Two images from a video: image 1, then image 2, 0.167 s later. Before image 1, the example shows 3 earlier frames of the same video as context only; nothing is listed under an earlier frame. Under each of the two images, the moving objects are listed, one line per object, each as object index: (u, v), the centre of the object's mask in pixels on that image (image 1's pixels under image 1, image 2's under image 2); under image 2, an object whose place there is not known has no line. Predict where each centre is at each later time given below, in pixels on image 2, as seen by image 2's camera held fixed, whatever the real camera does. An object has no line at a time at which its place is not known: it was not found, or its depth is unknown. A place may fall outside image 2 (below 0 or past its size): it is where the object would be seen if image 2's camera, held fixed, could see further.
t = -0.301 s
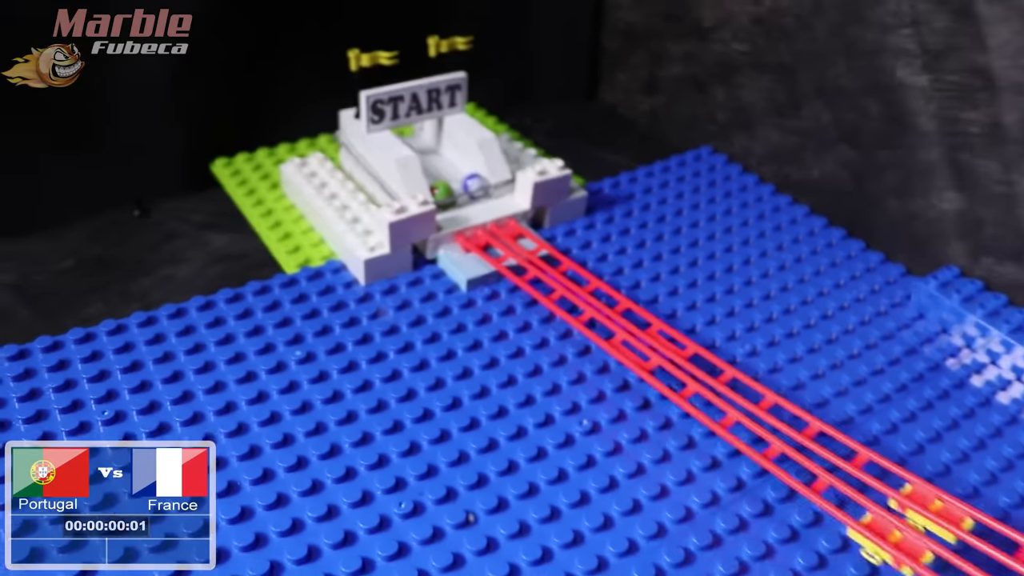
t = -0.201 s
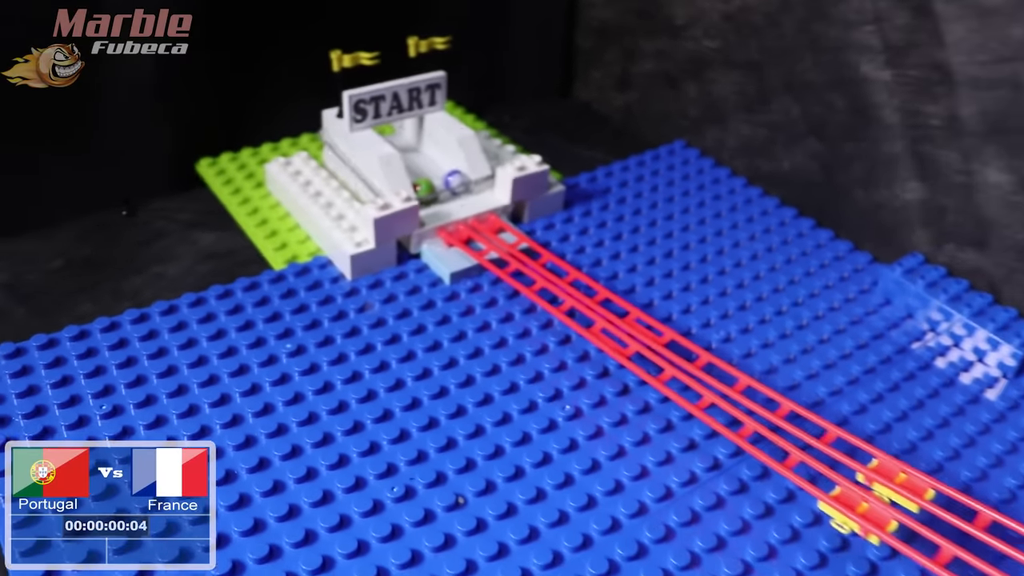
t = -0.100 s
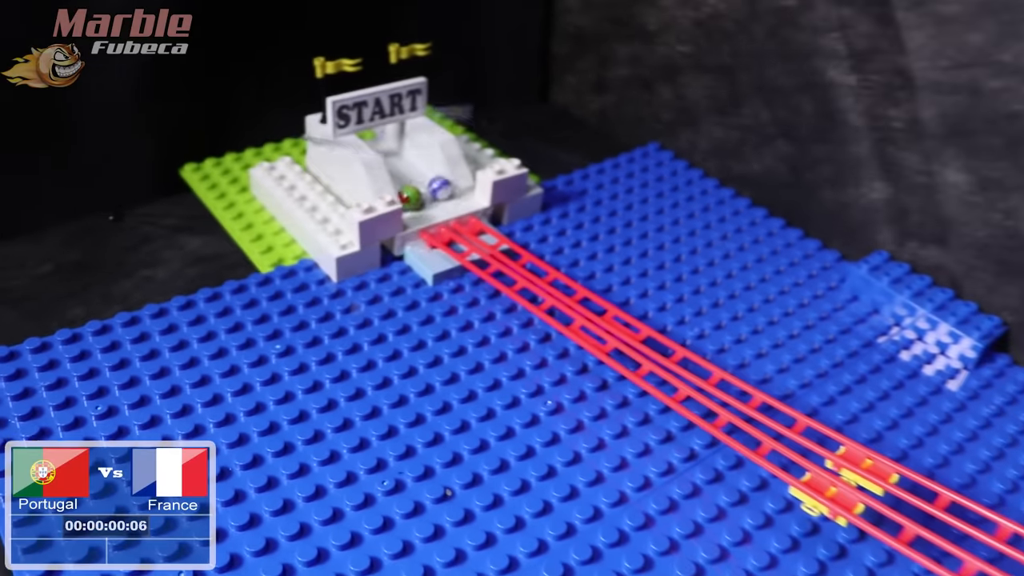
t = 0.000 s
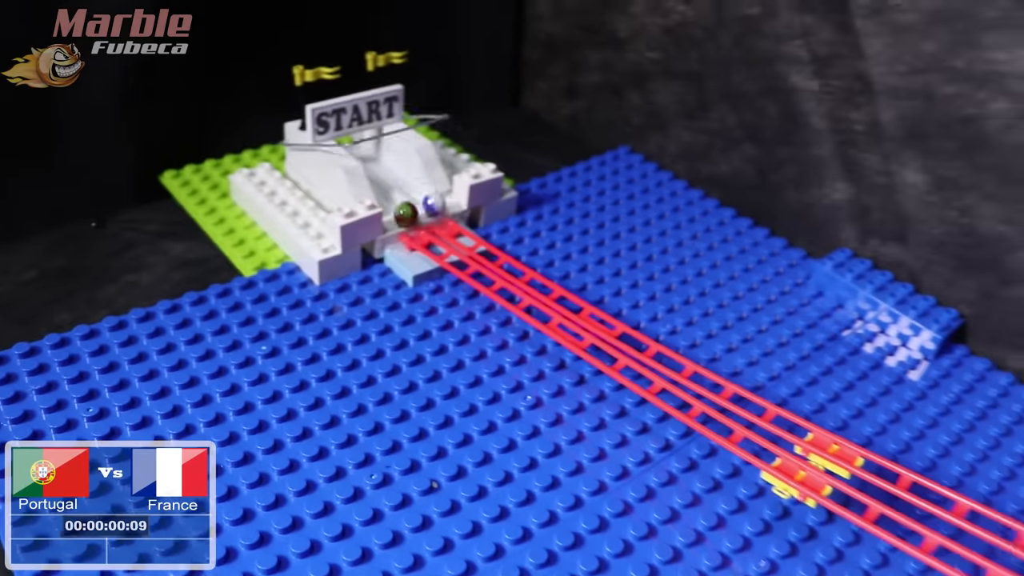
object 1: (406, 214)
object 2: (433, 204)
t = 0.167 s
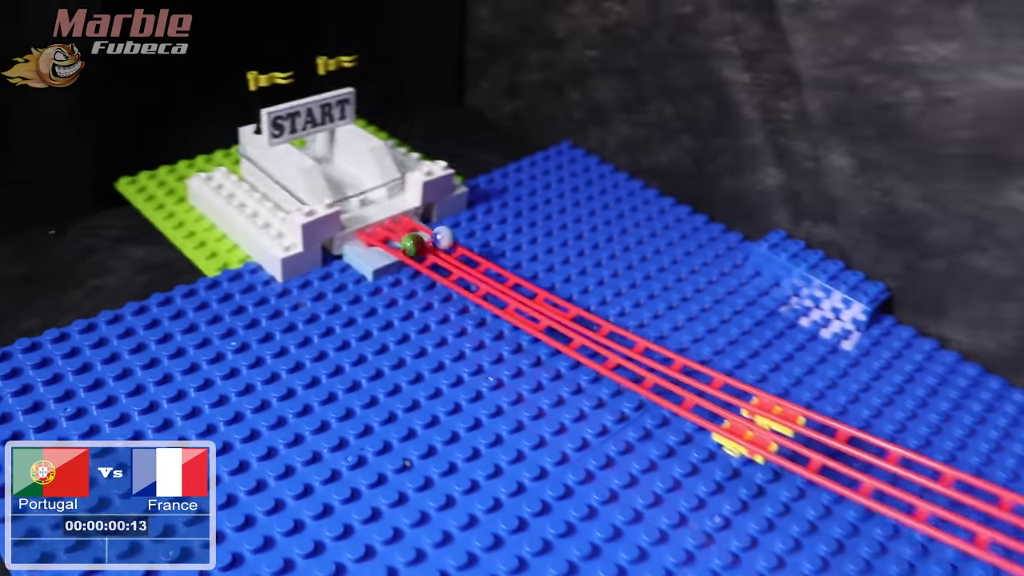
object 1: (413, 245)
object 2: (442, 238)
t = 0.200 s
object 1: (424, 251)
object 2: (454, 244)
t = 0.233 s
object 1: (435, 257)
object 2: (468, 252)
